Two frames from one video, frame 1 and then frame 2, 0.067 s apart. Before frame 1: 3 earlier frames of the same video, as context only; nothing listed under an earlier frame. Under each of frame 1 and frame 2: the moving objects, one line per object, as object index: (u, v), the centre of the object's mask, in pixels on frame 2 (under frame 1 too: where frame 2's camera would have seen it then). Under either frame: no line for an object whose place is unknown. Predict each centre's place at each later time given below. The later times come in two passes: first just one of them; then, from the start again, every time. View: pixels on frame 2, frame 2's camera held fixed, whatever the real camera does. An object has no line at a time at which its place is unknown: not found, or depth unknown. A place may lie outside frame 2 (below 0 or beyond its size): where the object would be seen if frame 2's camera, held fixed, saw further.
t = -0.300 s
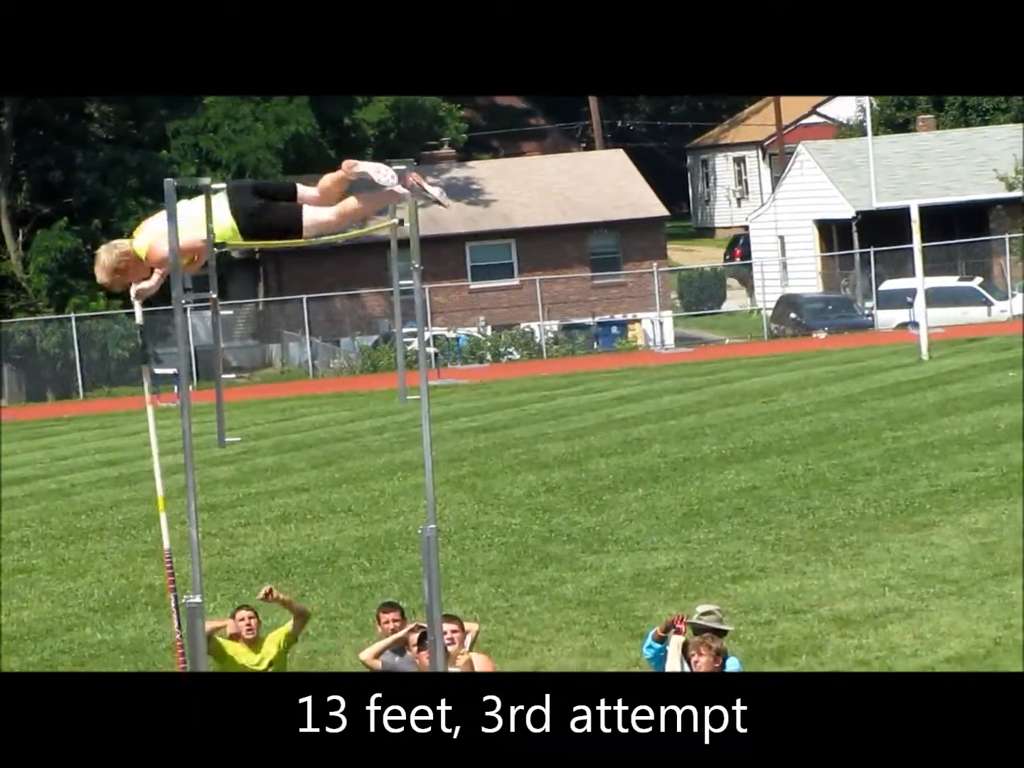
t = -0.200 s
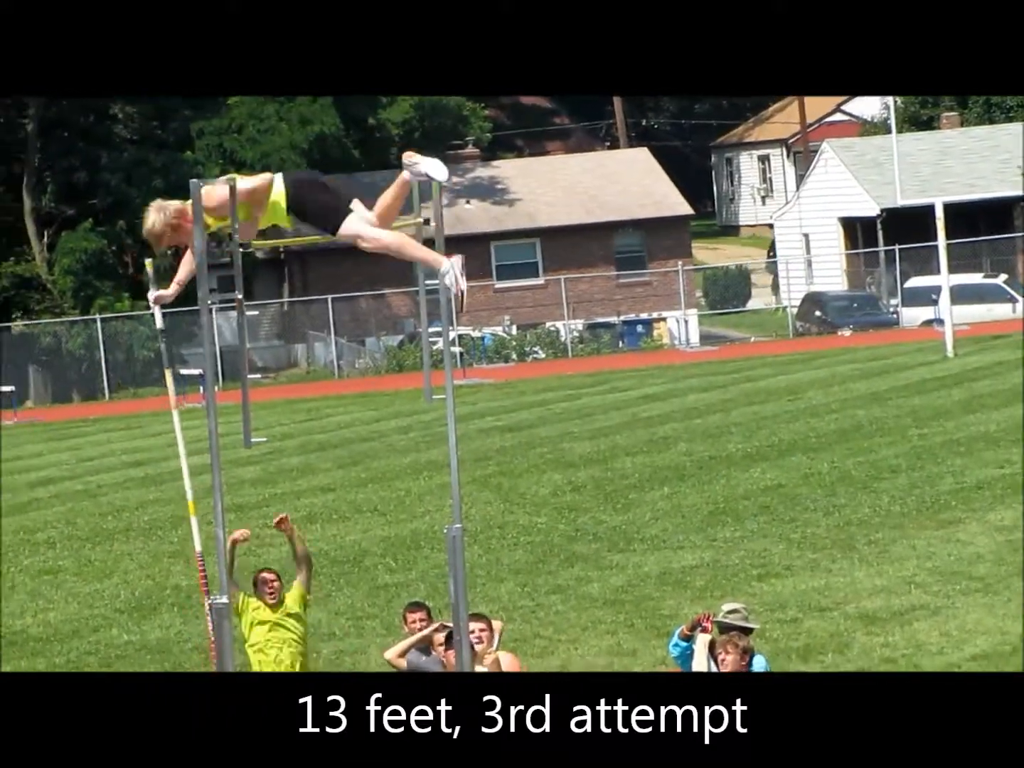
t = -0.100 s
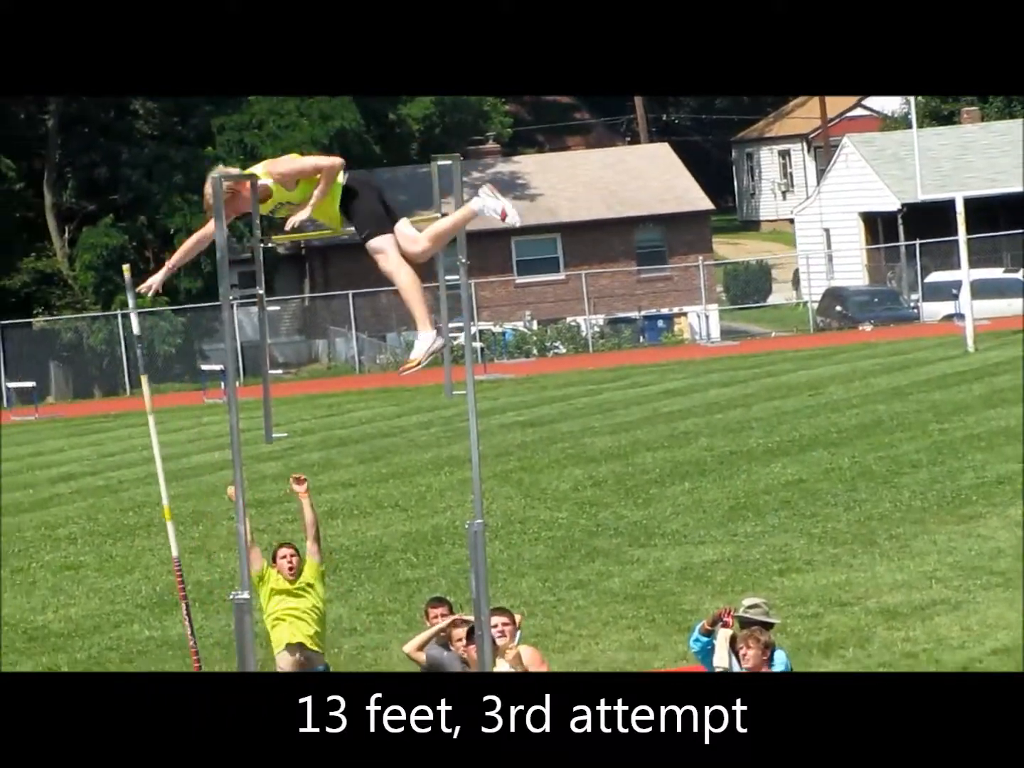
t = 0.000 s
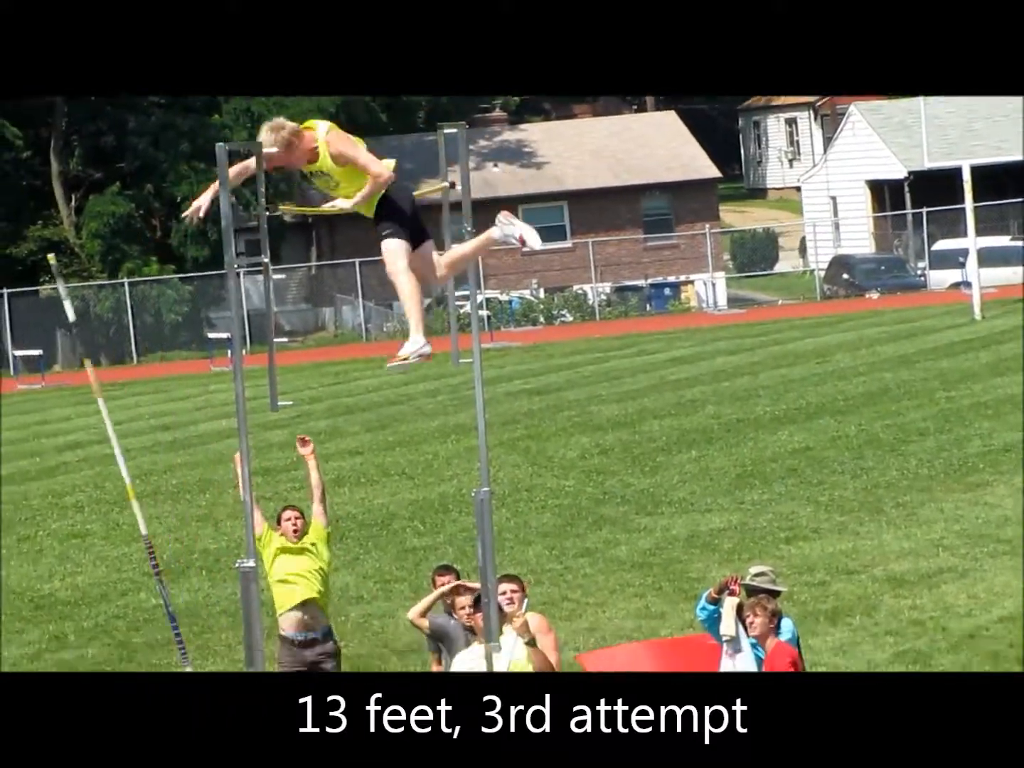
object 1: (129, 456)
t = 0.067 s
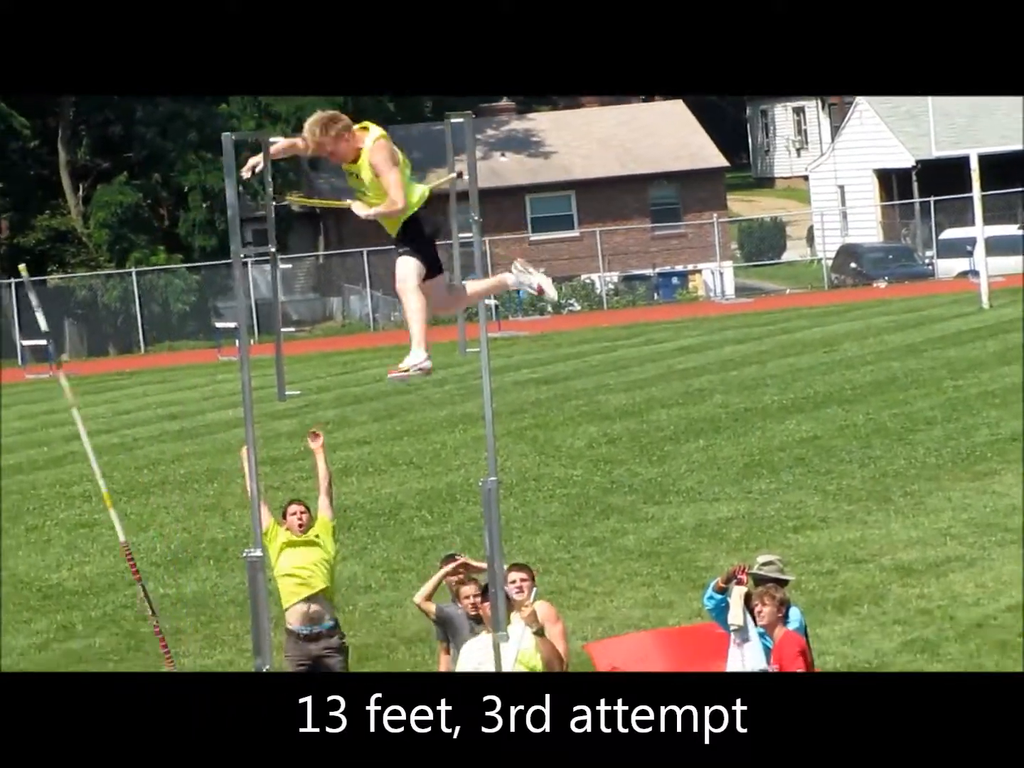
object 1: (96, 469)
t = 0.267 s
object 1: (20, 574)
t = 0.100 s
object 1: (80, 477)
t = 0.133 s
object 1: (71, 503)
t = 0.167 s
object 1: (63, 530)
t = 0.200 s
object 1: (49, 545)
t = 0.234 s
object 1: (41, 569)
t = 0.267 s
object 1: (20, 574)
